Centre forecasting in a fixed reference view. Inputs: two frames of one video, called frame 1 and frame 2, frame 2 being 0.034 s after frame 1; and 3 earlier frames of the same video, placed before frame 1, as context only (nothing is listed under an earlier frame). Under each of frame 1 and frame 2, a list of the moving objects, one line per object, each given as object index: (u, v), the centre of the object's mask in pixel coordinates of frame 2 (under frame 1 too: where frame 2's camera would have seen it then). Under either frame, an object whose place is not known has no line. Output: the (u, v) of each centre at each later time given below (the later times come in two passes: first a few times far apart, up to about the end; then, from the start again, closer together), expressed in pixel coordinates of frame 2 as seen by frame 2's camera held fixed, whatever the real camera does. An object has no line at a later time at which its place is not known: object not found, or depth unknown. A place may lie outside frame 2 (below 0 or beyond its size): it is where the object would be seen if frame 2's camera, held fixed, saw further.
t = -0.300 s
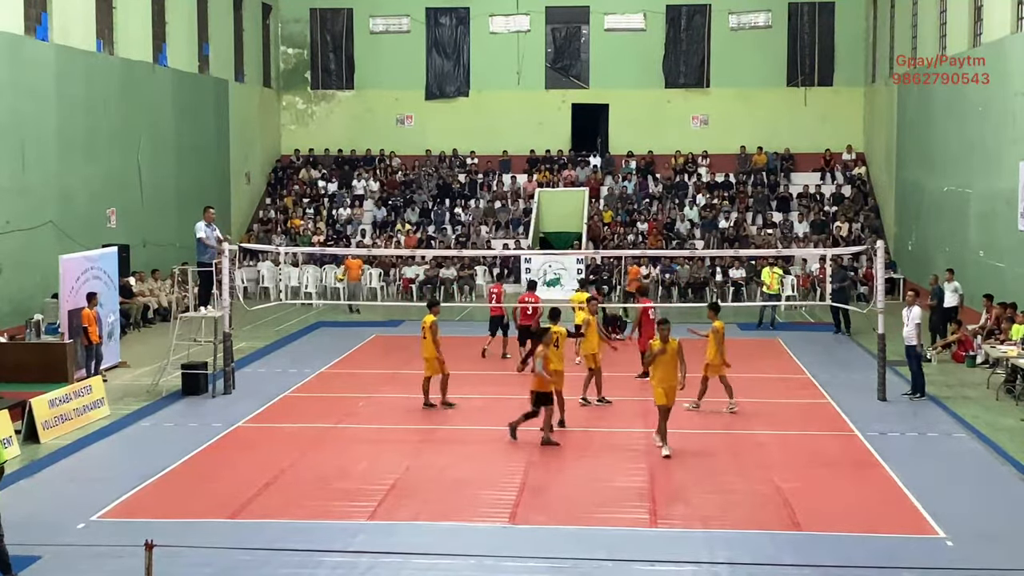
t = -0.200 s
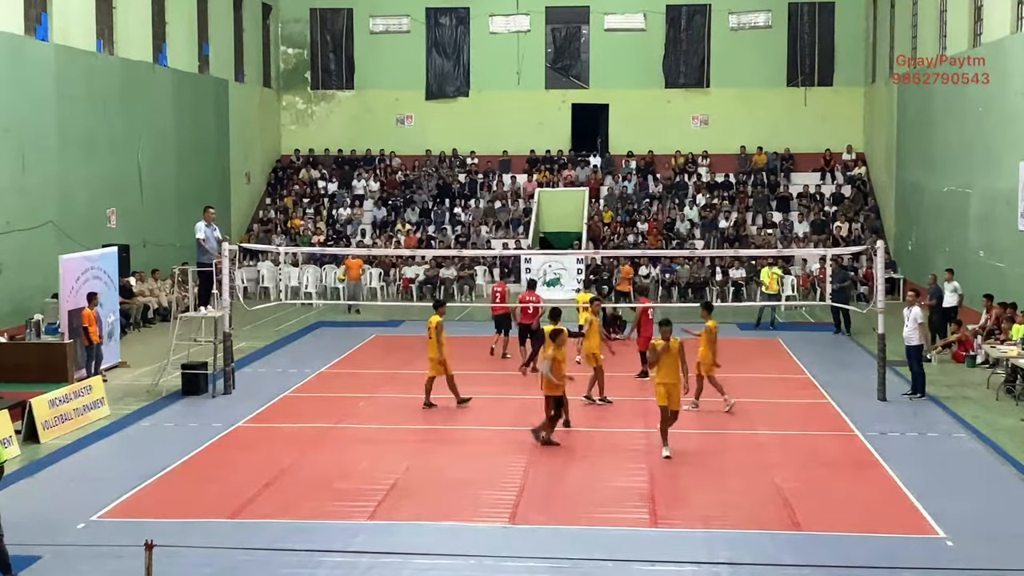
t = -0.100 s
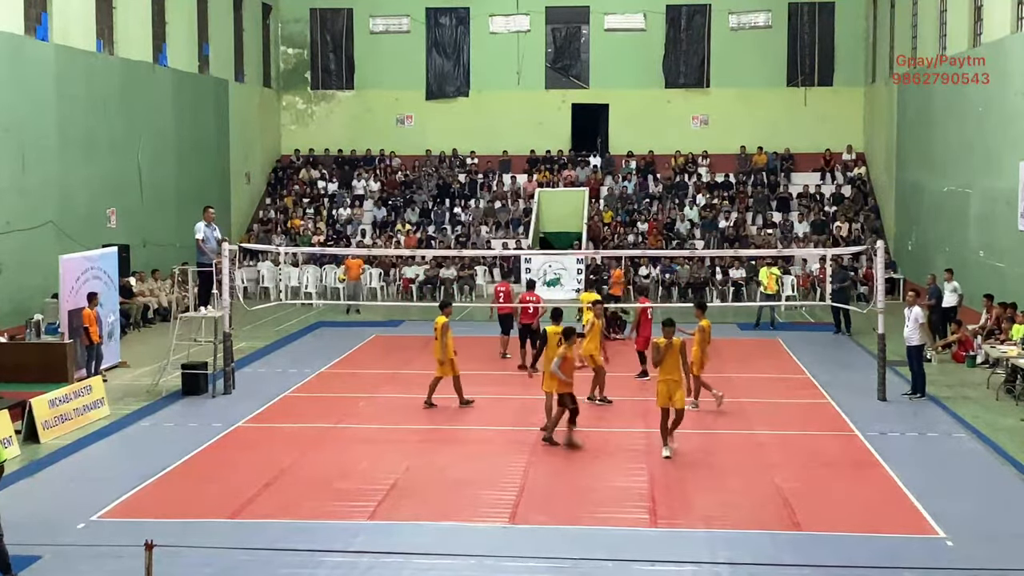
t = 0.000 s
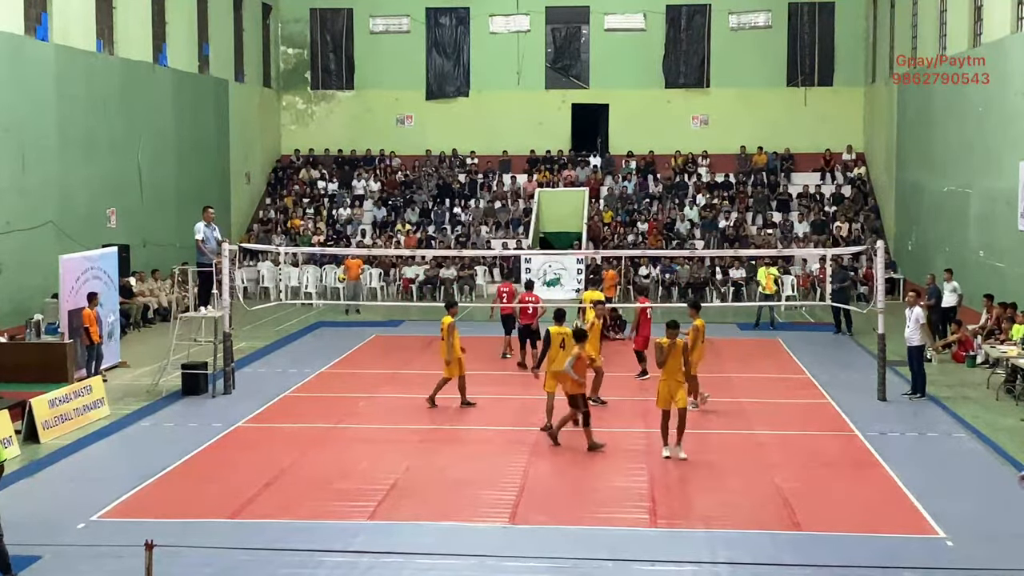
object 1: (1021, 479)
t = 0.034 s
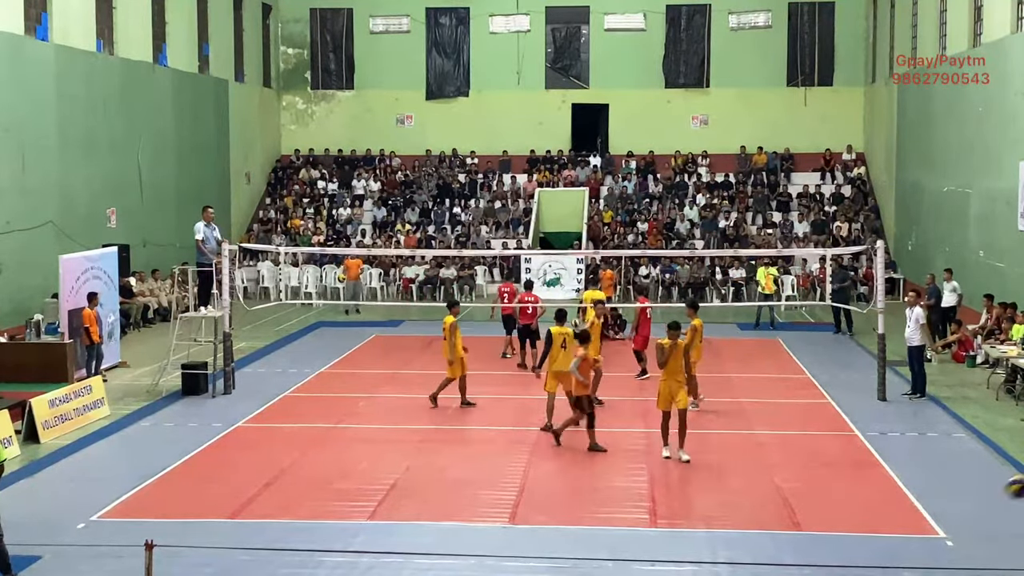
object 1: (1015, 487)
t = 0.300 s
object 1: (931, 512)
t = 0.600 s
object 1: (862, 456)
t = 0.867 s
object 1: (808, 476)
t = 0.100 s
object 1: (993, 505)
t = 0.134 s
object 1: (980, 517)
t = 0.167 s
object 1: (969, 526)
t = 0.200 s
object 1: (958, 539)
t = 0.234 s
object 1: (947, 538)
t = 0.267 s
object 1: (940, 523)
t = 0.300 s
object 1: (931, 512)
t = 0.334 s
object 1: (923, 501)
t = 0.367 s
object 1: (915, 492)
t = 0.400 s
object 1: (908, 484)
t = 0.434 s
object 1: (899, 475)
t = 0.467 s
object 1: (892, 469)
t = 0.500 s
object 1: (884, 464)
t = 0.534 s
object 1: (877, 460)
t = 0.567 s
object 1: (869, 458)
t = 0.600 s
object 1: (862, 456)
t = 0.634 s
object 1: (856, 454)
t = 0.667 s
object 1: (848, 454)
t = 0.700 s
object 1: (841, 456)
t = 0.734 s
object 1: (834, 458)
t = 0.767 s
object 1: (828, 462)
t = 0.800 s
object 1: (822, 465)
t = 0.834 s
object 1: (815, 470)
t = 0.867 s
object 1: (808, 476)
